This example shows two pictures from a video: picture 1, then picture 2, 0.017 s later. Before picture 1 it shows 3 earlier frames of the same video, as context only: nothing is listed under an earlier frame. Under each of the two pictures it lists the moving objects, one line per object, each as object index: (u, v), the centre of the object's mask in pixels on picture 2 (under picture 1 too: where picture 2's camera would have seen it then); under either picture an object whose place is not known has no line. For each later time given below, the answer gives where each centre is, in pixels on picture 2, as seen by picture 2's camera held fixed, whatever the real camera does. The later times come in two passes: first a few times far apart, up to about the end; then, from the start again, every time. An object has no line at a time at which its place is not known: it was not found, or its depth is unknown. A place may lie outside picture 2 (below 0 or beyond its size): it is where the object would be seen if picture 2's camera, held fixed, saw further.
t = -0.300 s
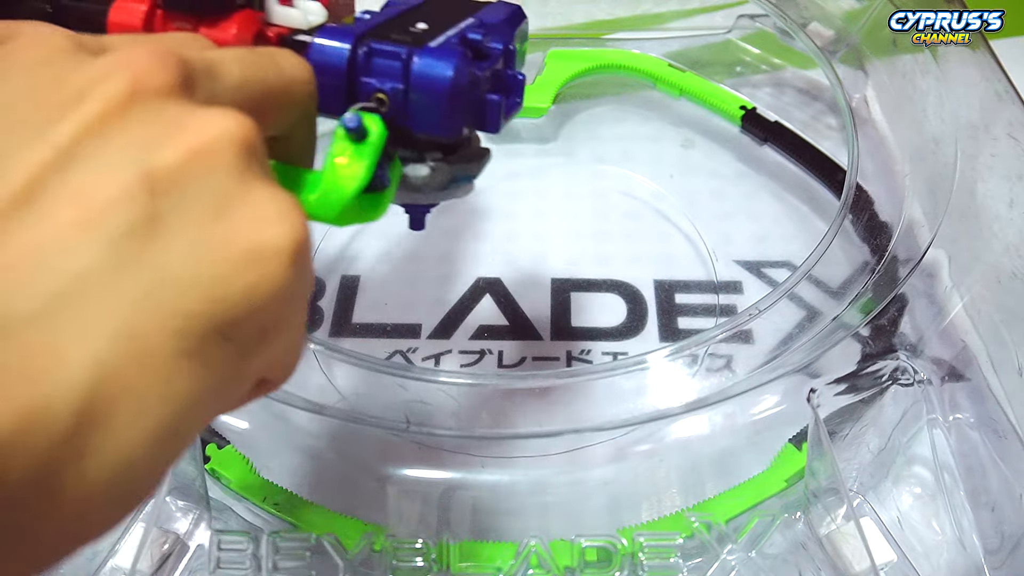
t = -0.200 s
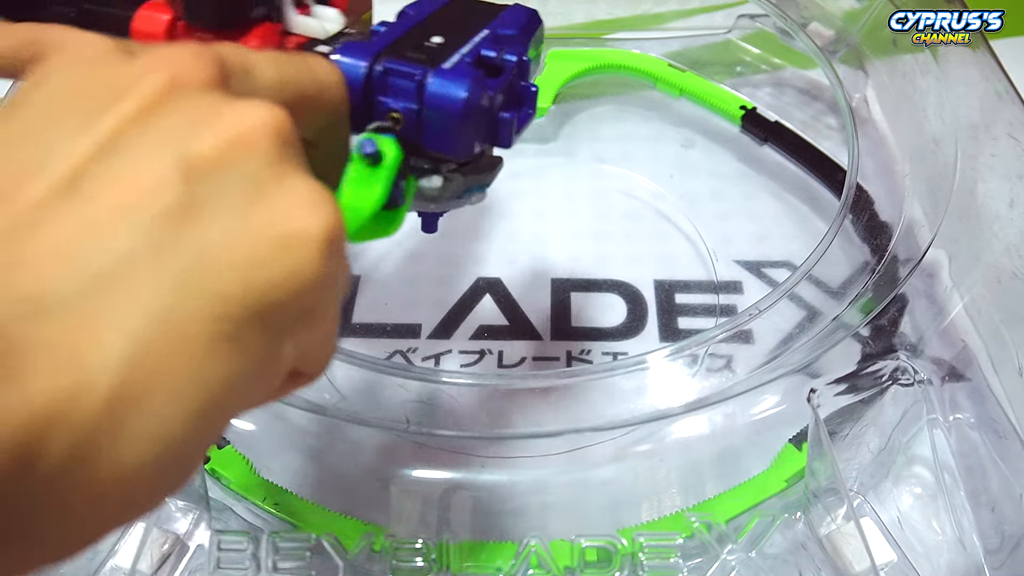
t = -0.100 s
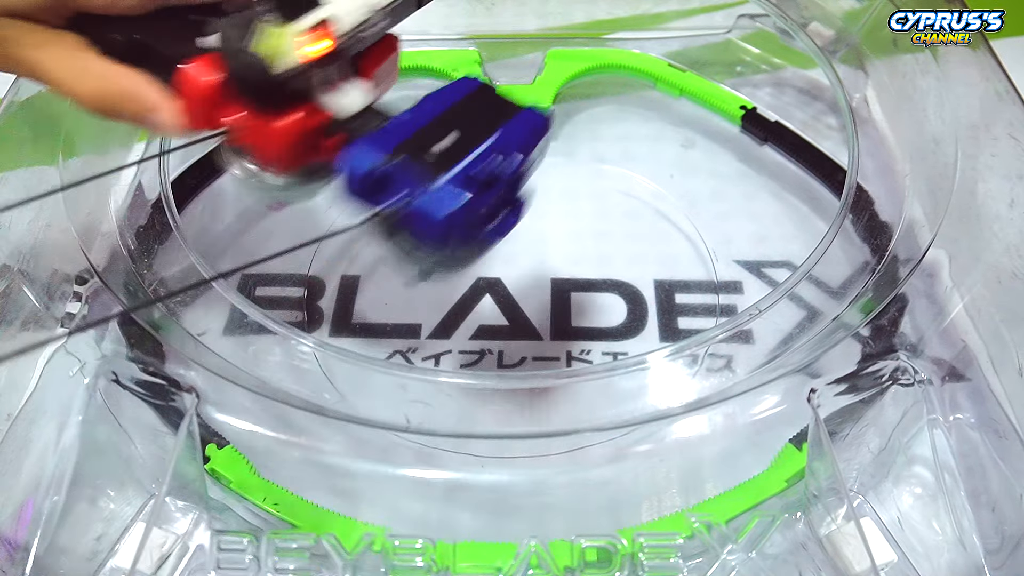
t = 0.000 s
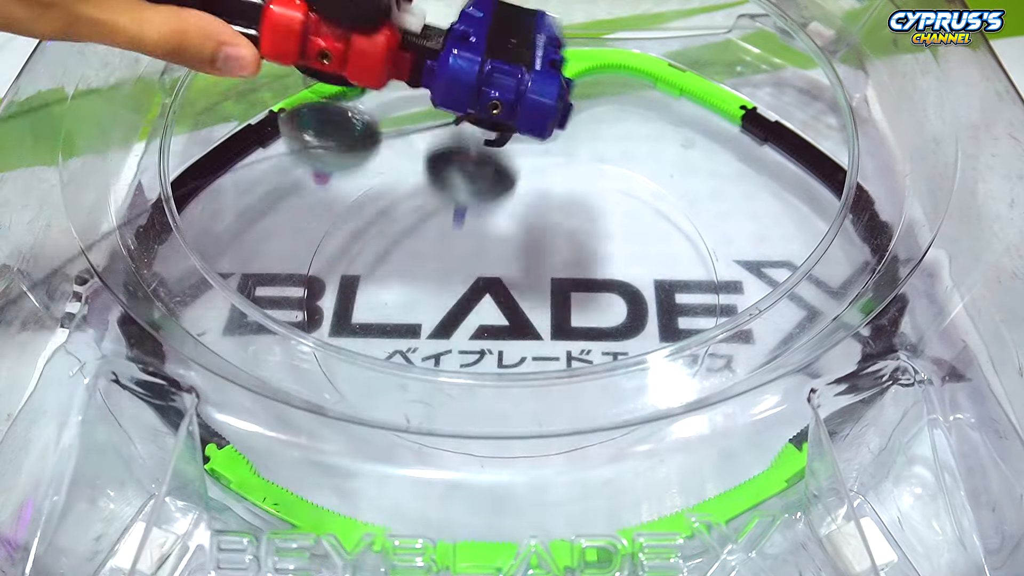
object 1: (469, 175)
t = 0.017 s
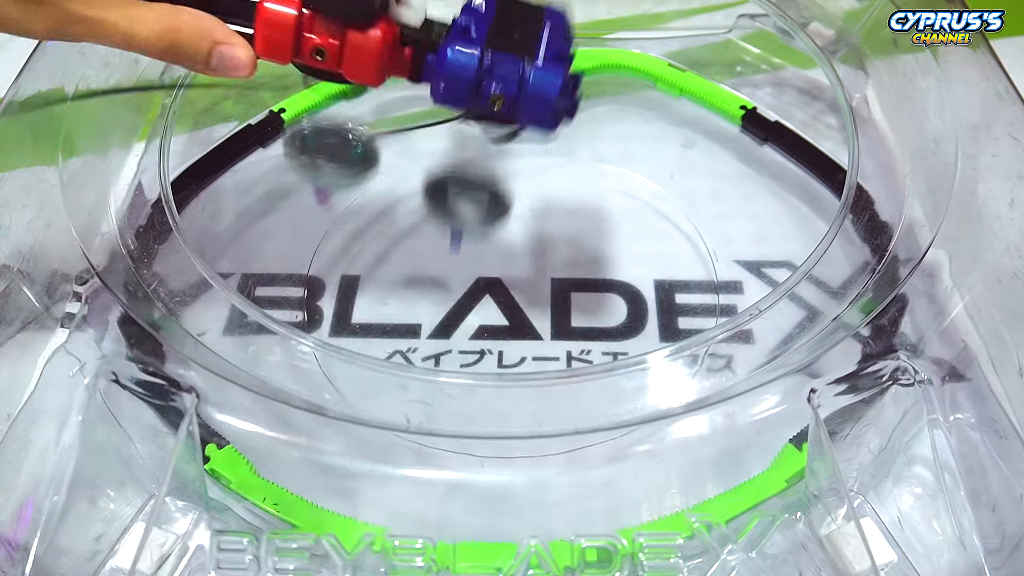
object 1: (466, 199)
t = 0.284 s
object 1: (550, 256)
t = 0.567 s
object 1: (599, 221)
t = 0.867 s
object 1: (432, 56)
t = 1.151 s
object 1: (367, 62)
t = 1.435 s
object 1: (345, 73)
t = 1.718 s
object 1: (439, 156)
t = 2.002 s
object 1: (705, 178)
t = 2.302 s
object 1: (749, 162)
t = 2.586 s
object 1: (565, 206)
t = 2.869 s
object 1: (618, 330)
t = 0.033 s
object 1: (462, 228)
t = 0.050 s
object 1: (460, 237)
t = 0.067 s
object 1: (458, 223)
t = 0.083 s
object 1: (456, 212)
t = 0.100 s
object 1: (455, 205)
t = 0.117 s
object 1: (453, 201)
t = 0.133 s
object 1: (459, 207)
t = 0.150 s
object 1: (470, 220)
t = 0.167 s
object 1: (481, 236)
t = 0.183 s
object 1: (492, 241)
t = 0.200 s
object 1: (501, 239)
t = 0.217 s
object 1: (511, 239)
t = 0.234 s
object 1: (521, 244)
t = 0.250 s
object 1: (531, 253)
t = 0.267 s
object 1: (541, 258)
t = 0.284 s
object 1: (550, 256)
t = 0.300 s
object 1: (558, 258)
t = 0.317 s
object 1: (567, 264)
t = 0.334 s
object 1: (574, 265)
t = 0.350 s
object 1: (581, 266)
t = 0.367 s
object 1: (587, 267)
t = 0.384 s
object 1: (593, 267)
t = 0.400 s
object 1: (598, 266)
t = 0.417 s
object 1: (602, 265)
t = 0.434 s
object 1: (605, 263)
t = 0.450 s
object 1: (608, 259)
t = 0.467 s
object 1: (609, 256)
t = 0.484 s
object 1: (609, 252)
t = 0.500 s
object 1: (609, 247)
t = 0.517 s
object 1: (608, 241)
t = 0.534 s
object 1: (606, 235)
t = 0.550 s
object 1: (603, 228)
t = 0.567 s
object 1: (599, 221)
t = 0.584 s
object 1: (595, 214)
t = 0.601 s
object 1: (590, 207)
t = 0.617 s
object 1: (585, 198)
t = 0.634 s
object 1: (579, 190)
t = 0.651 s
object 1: (572, 182)
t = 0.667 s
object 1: (565, 173)
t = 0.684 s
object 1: (557, 165)
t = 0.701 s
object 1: (549, 155)
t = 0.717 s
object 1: (539, 144)
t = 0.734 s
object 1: (529, 135)
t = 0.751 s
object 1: (520, 126)
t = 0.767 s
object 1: (511, 118)
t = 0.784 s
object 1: (498, 105)
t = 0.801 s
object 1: (487, 96)
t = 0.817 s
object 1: (473, 87)
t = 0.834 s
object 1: (458, 79)
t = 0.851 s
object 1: (445, 66)
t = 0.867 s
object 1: (432, 56)
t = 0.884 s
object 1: (420, 52)
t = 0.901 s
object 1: (409, 52)
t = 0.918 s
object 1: (398, 48)
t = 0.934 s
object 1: (388, 49)
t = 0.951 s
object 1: (379, 55)
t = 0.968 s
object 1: (370, 67)
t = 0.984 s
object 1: (362, 77)
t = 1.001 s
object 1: (355, 81)
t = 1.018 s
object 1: (349, 88)
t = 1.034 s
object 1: (343, 100)
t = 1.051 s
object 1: (338, 105)
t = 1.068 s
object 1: (337, 105)
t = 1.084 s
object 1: (340, 98)
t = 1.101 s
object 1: (345, 87)
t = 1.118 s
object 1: (350, 77)
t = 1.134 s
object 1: (359, 68)
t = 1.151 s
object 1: (367, 62)
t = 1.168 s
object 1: (377, 63)
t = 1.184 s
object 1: (388, 66)
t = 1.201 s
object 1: (399, 66)
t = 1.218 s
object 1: (410, 68)
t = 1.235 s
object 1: (422, 67)
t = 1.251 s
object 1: (433, 67)
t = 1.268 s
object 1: (445, 66)
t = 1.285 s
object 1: (456, 64)
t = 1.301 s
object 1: (459, 62)
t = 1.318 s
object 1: (444, 56)
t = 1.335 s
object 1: (426, 54)
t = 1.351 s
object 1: (410, 56)
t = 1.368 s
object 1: (393, 61)
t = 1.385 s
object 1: (378, 69)
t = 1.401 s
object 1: (367, 67)
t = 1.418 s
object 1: (355, 68)
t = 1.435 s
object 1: (345, 73)
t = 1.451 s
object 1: (338, 78)
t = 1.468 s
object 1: (333, 82)
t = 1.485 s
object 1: (329, 88)
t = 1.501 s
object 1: (326, 93)
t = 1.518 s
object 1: (325, 98)
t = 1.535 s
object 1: (325, 102)
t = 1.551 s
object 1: (326, 107)
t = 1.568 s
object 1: (330, 112)
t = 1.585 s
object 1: (336, 116)
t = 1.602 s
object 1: (343, 121)
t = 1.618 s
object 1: (352, 125)
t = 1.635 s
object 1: (361, 128)
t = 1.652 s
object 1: (373, 132)
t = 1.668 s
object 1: (388, 138)
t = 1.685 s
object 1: (403, 143)
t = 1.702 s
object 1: (420, 149)
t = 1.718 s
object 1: (439, 156)
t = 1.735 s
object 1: (458, 161)
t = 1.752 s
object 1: (478, 167)
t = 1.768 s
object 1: (499, 169)
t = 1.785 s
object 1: (518, 172)
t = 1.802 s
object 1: (538, 175)
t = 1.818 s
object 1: (559, 176)
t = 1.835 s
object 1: (578, 178)
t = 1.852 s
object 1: (596, 178)
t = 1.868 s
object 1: (615, 177)
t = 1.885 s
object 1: (631, 177)
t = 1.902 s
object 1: (648, 175)
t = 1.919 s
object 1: (663, 173)
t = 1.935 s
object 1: (676, 170)
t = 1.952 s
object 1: (684, 169)
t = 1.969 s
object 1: (691, 169)
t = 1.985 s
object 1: (698, 175)
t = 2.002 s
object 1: (705, 178)
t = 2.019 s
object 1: (714, 177)
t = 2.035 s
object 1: (722, 180)
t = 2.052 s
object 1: (732, 178)
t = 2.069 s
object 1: (740, 181)
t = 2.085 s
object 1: (750, 181)
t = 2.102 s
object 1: (762, 180)
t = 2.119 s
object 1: (773, 178)
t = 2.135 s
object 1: (786, 177)
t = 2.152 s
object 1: (799, 176)
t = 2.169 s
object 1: (808, 175)
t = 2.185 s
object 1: (819, 171)
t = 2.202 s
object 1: (833, 169)
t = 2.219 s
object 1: (822, 163)
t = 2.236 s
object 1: (812, 159)
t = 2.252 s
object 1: (796, 161)
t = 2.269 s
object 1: (779, 164)
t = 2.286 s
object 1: (763, 165)
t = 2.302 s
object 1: (749, 162)
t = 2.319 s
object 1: (735, 163)
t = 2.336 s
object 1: (720, 164)
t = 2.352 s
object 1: (707, 165)
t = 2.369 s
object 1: (692, 166)
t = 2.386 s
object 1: (681, 166)
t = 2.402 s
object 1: (670, 167)
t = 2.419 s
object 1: (659, 170)
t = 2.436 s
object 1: (646, 173)
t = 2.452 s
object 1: (635, 175)
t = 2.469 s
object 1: (624, 178)
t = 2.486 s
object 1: (613, 181)
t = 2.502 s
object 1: (604, 184)
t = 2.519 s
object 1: (594, 188)
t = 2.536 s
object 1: (586, 192)
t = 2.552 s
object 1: (578, 196)
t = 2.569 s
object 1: (572, 201)
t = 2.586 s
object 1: (565, 206)
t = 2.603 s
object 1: (560, 212)
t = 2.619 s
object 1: (556, 219)
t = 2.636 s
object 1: (552, 226)
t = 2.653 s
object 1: (550, 234)
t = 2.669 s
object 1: (548, 242)
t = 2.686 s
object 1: (549, 251)
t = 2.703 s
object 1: (549, 259)
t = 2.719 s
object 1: (551, 268)
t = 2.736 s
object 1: (555, 277)
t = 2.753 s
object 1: (559, 286)
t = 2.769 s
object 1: (565, 295)
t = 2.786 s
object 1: (572, 303)
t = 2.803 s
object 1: (580, 311)
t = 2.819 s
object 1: (589, 320)
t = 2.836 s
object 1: (599, 324)
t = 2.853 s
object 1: (608, 328)
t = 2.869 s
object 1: (618, 330)
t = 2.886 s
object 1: (630, 330)
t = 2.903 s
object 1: (641, 331)
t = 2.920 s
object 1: (652, 330)
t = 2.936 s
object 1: (664, 329)
